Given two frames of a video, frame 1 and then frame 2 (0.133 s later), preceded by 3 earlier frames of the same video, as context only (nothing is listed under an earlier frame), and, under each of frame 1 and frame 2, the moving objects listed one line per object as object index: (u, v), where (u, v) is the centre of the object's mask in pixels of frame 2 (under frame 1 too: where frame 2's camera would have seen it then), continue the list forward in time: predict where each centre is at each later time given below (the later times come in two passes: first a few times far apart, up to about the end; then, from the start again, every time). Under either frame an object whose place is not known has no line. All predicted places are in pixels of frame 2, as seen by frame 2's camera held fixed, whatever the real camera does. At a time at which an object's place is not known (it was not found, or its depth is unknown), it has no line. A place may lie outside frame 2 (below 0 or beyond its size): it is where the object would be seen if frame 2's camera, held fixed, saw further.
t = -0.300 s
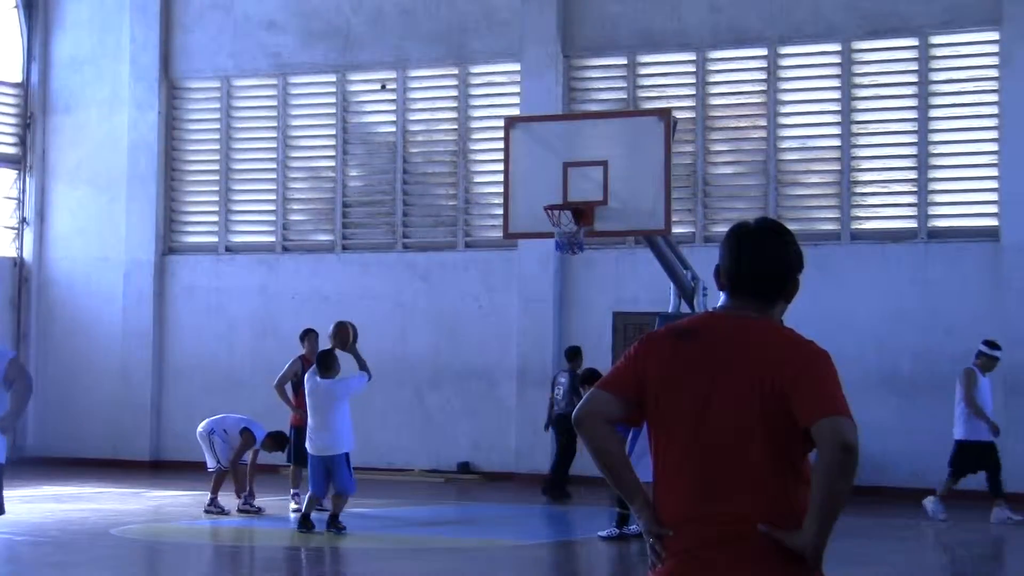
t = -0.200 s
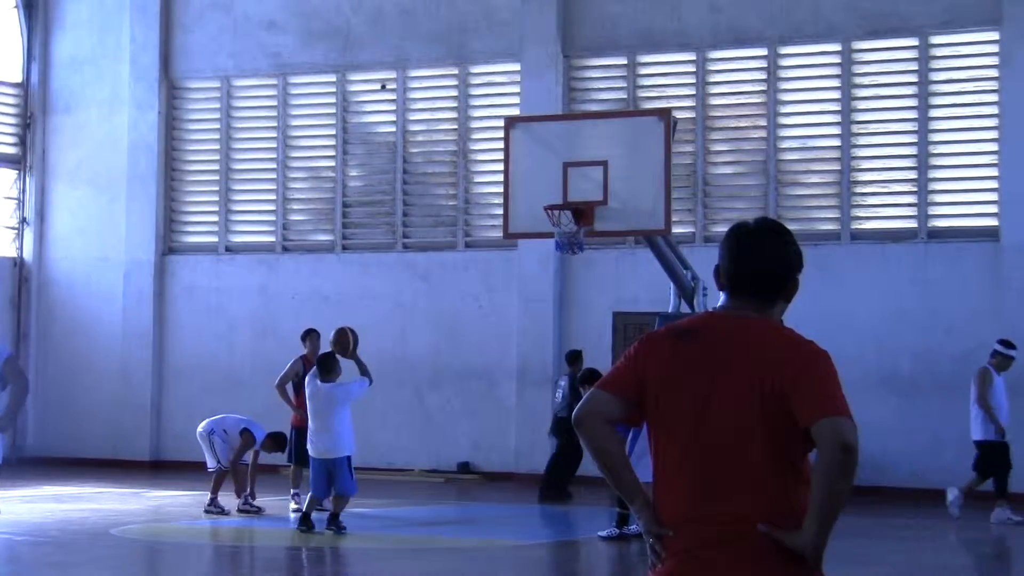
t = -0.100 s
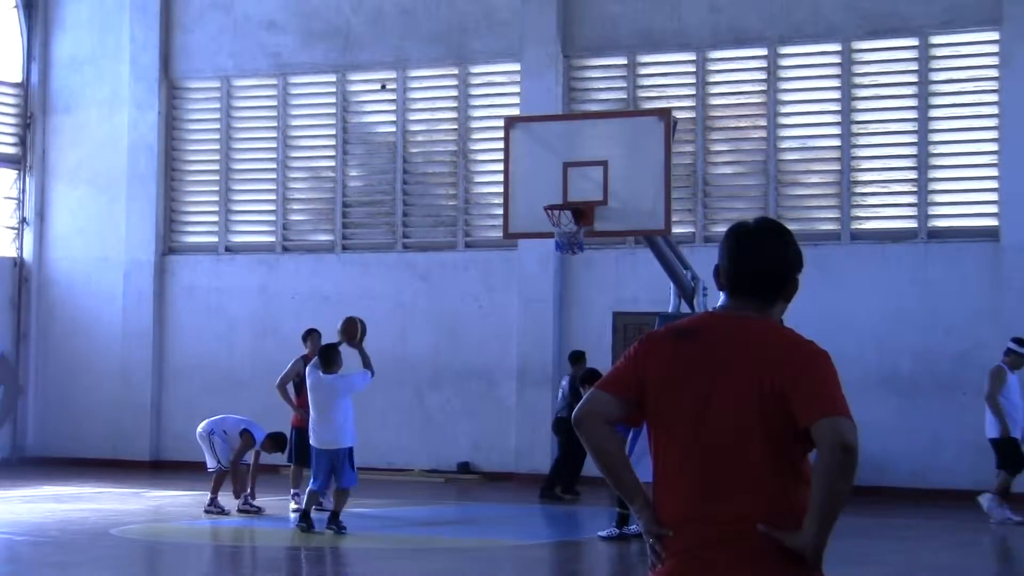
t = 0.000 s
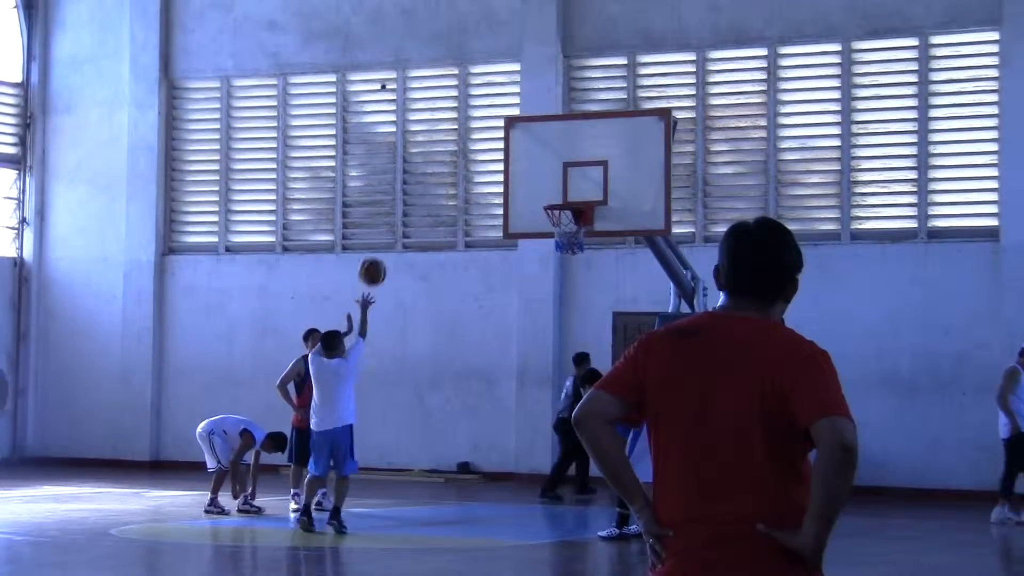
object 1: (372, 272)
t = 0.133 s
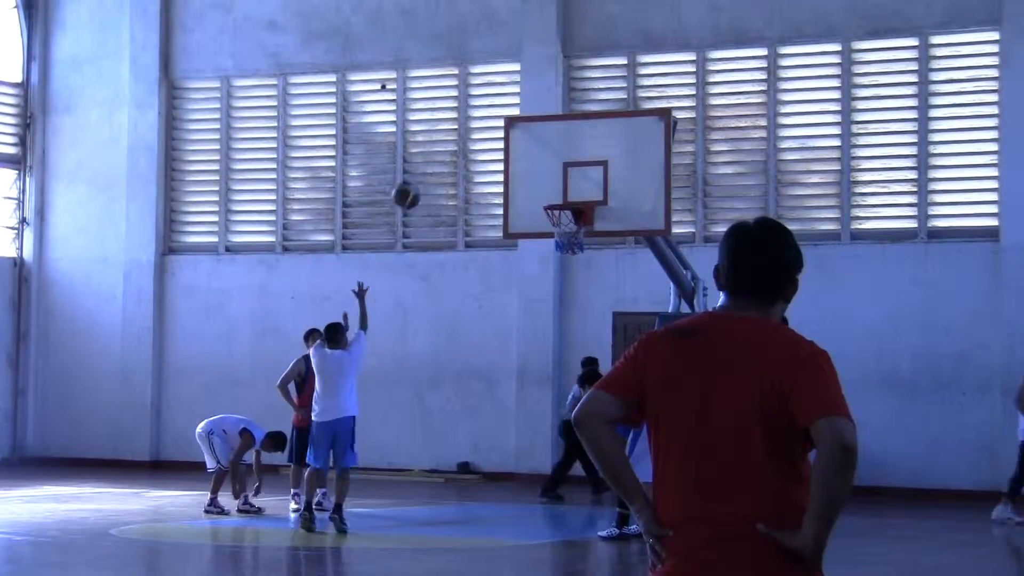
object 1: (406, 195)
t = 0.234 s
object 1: (431, 154)
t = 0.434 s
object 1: (476, 107)
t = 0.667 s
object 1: (523, 107)
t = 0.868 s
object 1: (560, 152)
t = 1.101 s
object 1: (544, 178)
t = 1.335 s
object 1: (457, 174)
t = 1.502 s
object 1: (394, 203)
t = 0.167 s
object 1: (414, 181)
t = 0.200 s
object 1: (423, 166)
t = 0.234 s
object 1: (431, 154)
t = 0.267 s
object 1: (439, 143)
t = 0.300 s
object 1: (446, 133)
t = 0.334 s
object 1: (453, 125)
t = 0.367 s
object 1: (461, 117)
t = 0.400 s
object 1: (469, 112)
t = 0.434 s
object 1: (476, 107)
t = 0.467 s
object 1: (483, 104)
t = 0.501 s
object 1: (490, 101)
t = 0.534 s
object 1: (496, 100)
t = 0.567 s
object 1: (503, 100)
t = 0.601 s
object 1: (510, 102)
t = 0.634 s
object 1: (516, 104)
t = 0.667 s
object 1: (523, 107)
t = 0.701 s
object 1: (529, 112)
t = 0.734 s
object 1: (536, 118)
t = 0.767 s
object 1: (542, 125)
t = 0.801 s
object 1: (548, 134)
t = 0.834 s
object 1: (554, 142)
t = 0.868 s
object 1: (560, 152)
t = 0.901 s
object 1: (566, 162)
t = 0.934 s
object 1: (572, 174)
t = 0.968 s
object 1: (578, 188)
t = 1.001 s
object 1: (580, 195)
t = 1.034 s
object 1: (568, 190)
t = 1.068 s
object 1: (555, 183)
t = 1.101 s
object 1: (544, 178)
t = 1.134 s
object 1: (531, 174)
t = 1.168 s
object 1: (519, 171)
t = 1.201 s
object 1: (506, 170)
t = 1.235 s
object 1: (494, 169)
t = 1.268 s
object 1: (482, 169)
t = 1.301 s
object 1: (470, 170)
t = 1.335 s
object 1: (457, 174)
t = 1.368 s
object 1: (445, 177)
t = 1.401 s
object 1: (433, 182)
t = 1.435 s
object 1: (421, 188)
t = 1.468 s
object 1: (408, 194)
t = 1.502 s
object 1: (394, 203)
